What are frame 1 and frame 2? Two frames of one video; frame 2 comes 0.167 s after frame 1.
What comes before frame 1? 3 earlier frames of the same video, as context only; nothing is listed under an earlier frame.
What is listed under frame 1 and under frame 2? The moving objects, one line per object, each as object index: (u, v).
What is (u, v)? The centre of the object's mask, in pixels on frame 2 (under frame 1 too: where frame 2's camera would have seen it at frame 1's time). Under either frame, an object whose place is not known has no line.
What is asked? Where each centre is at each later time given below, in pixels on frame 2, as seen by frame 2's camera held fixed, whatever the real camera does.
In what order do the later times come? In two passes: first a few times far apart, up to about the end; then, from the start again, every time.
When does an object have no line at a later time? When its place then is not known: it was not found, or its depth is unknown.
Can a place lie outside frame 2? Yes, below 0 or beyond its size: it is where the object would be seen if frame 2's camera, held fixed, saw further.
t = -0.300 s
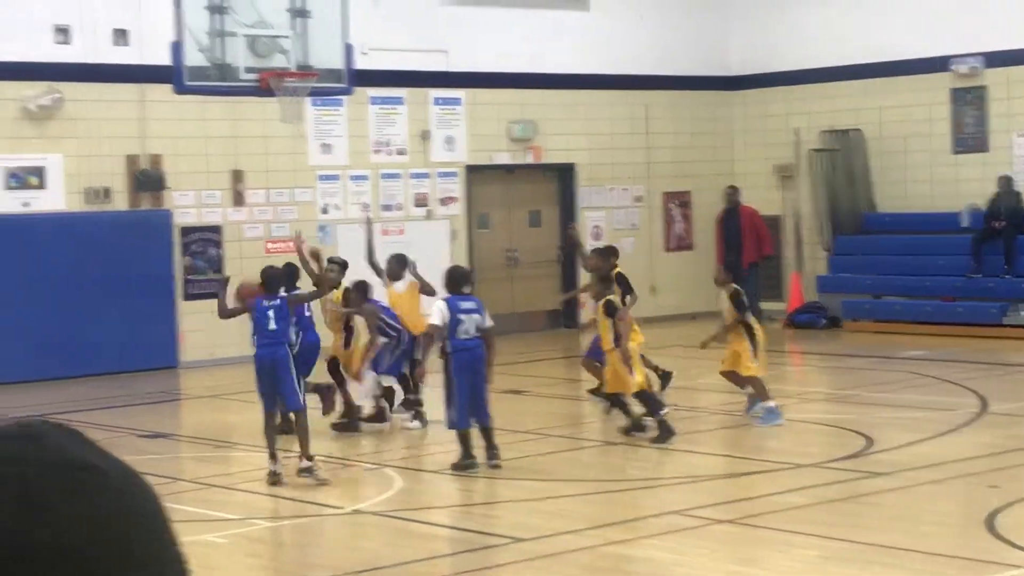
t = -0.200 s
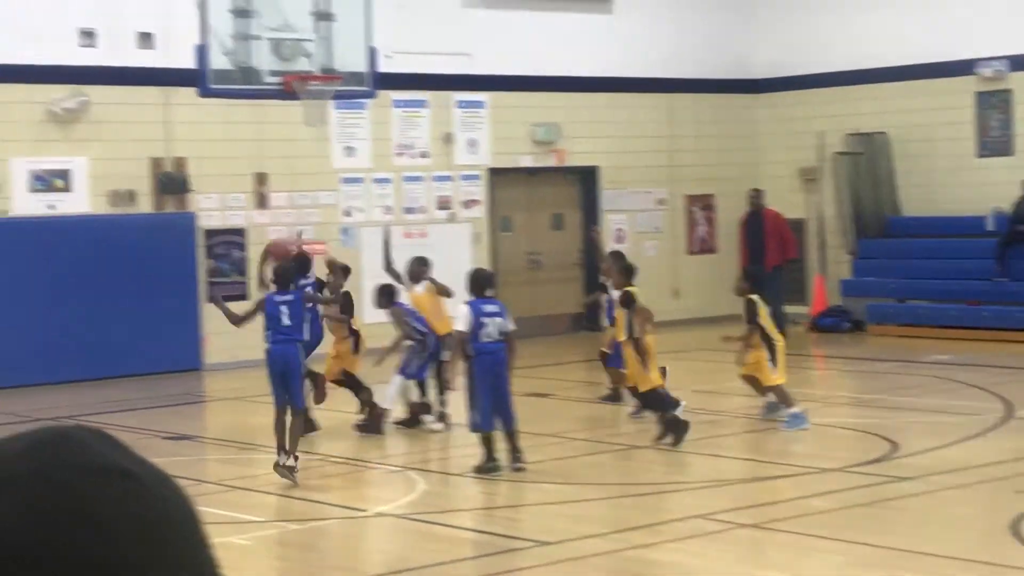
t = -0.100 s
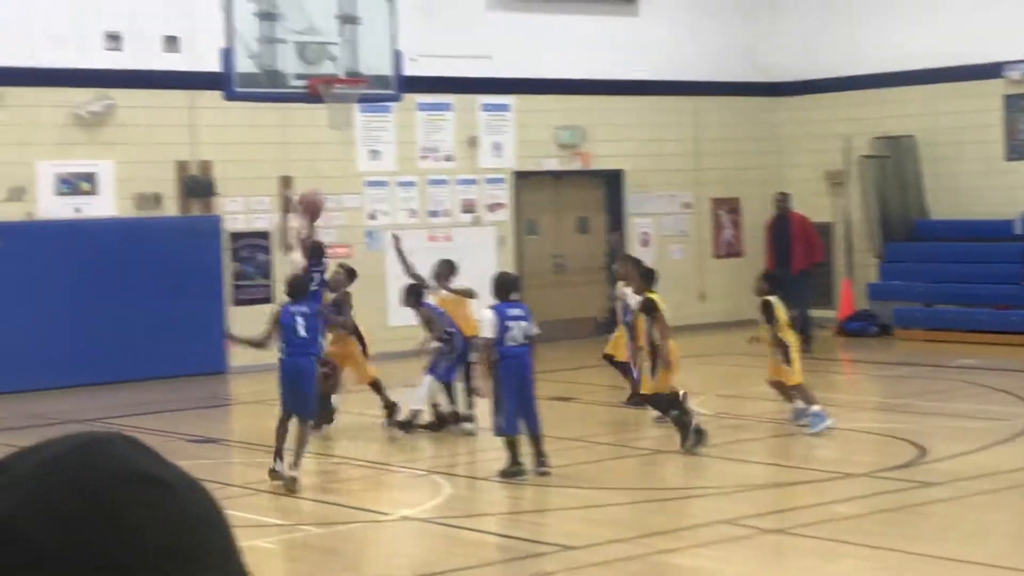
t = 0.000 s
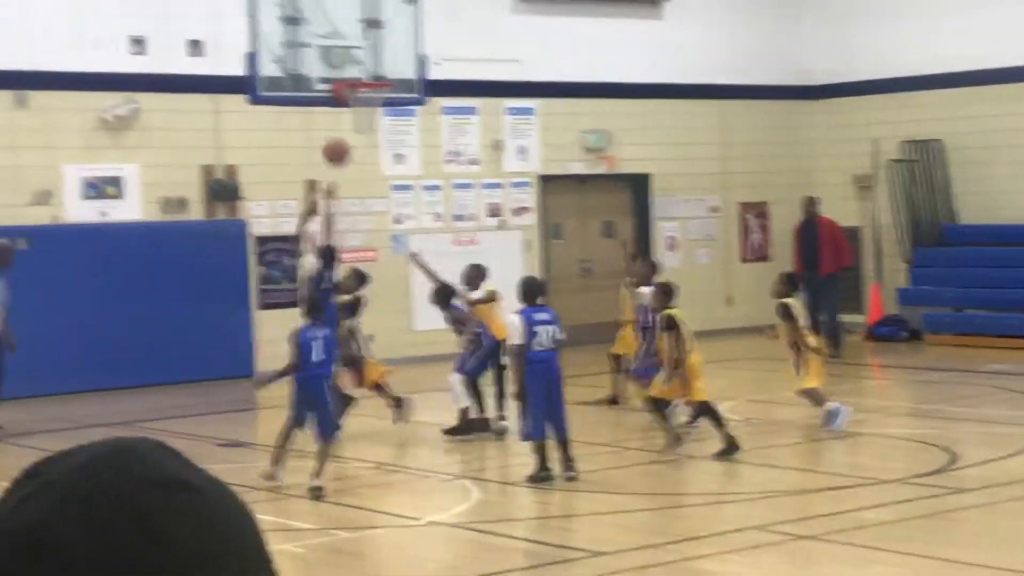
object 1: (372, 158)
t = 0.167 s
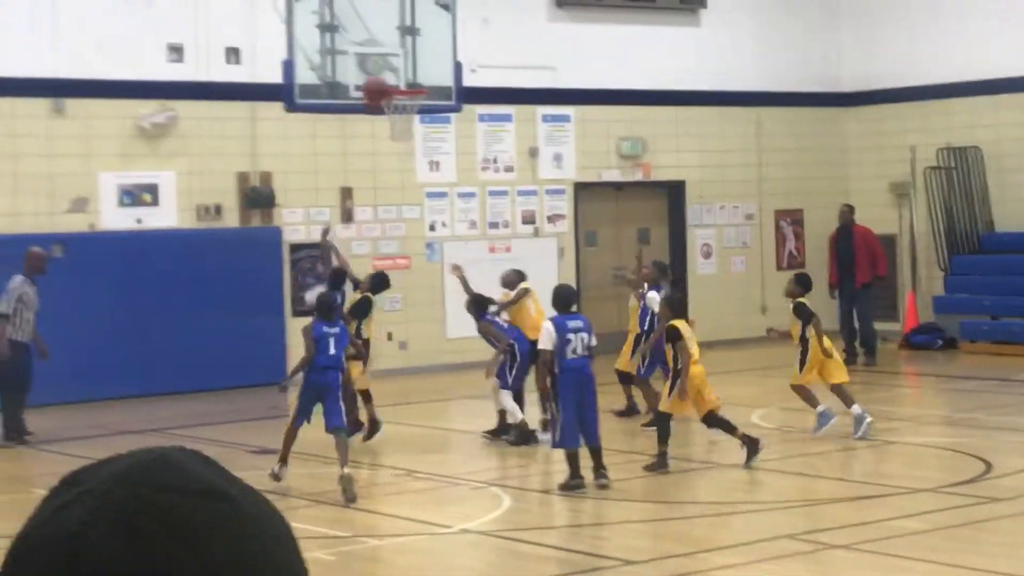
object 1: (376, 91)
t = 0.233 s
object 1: (377, 70)
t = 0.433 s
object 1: (384, 48)
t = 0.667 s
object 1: (393, 76)
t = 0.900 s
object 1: (403, 131)
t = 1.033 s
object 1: (409, 165)
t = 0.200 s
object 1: (376, 80)
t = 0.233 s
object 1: (377, 70)
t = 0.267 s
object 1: (377, 65)
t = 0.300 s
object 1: (380, 58)
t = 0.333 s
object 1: (381, 54)
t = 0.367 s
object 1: (382, 50)
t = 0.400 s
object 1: (383, 48)
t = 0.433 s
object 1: (384, 48)
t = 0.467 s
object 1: (385, 48)
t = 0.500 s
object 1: (386, 50)
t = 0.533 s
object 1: (388, 52)
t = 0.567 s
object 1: (389, 57)
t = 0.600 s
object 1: (390, 61)
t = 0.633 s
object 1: (391, 68)
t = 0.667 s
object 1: (393, 76)
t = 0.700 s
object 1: (394, 81)
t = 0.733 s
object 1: (394, 86)
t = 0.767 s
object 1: (403, 106)
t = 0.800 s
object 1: (402, 112)
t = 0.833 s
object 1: (403, 123)
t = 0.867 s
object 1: (402, 126)
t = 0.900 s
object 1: (403, 131)
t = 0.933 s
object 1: (405, 138)
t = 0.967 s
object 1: (406, 146)
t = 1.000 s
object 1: (408, 154)
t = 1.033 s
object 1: (409, 165)
